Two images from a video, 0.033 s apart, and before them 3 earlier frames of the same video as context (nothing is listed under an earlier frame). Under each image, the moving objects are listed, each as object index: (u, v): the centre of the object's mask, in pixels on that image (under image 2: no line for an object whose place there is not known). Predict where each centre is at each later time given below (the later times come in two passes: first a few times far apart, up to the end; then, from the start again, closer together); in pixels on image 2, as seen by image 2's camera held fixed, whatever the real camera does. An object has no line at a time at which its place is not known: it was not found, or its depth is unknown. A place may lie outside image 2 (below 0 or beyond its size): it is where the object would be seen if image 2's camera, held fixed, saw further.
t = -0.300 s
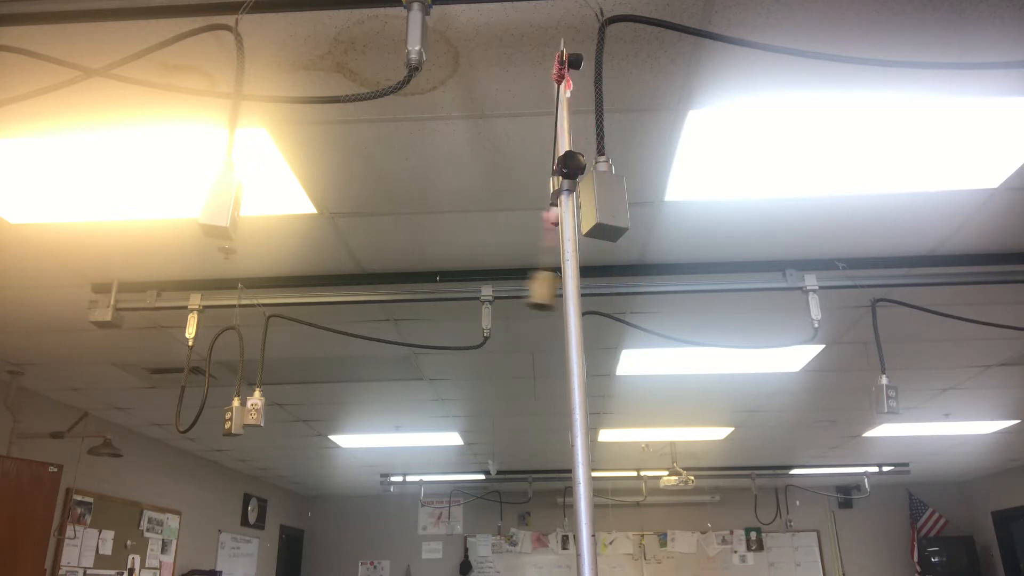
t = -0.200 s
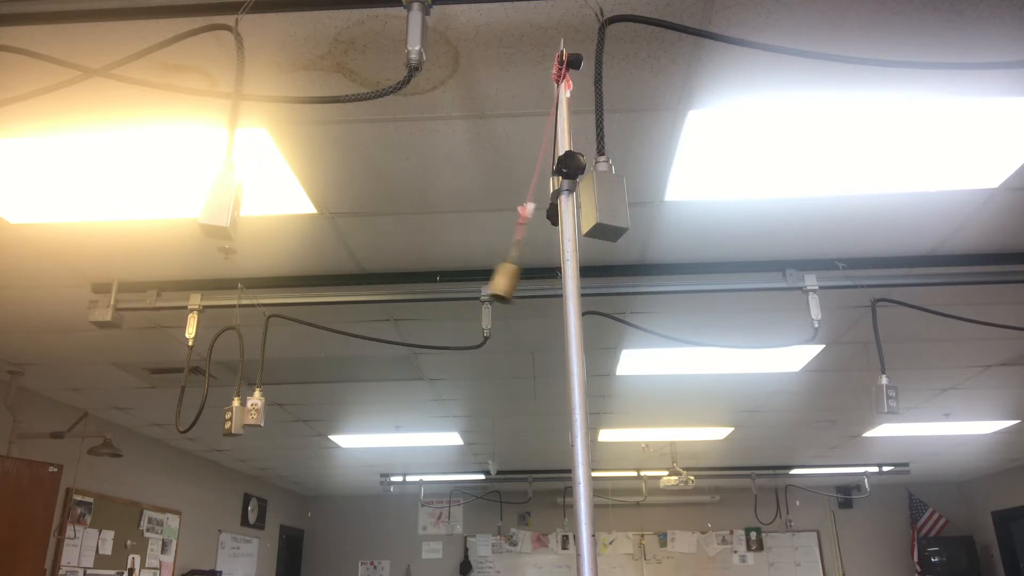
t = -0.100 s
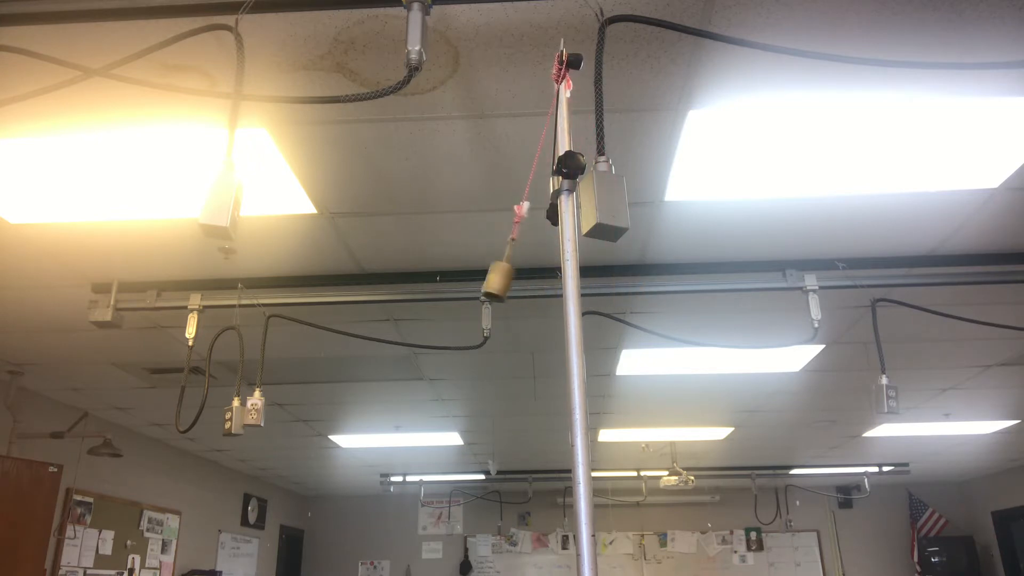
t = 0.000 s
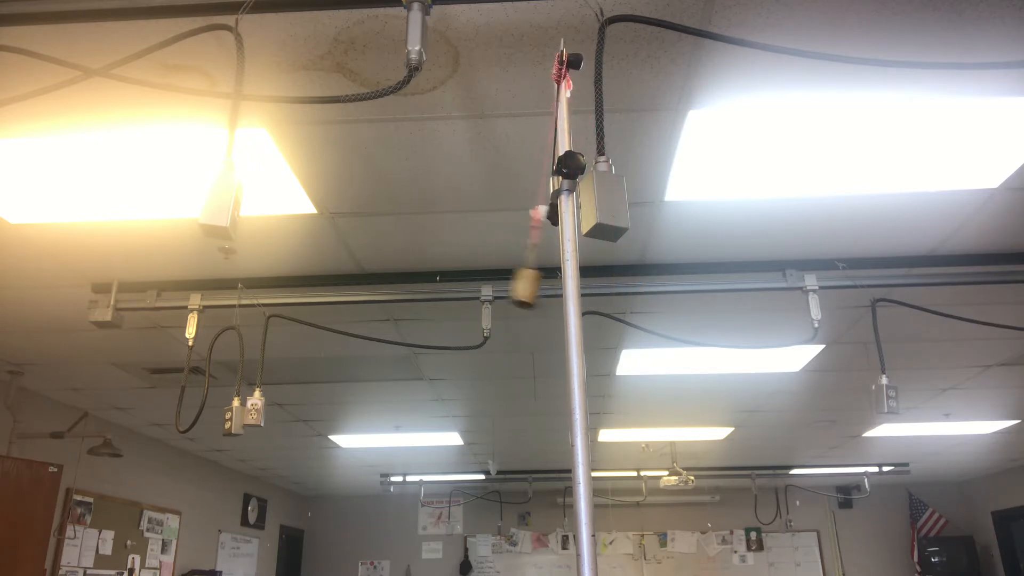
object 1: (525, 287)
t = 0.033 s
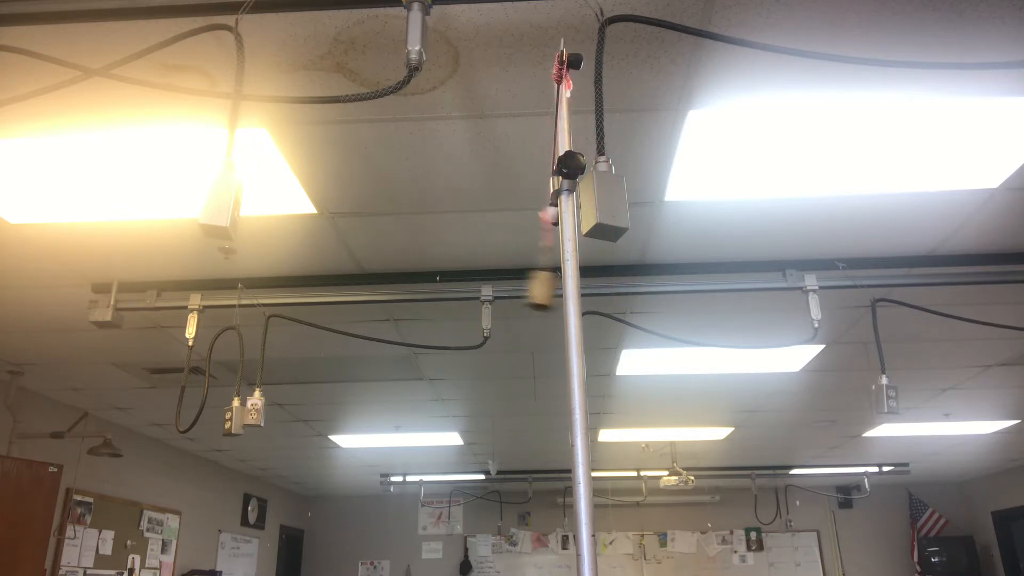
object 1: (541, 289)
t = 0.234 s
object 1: (639, 288)
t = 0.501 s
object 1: (612, 292)
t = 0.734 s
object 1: (505, 283)
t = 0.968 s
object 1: (544, 290)
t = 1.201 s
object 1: (646, 287)
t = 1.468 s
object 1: (593, 293)
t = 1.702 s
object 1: (503, 282)
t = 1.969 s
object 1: (583, 293)
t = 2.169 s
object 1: (649, 286)
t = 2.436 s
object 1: (573, 293)
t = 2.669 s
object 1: (504, 283)
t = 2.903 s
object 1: (585, 293)
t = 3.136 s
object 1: (648, 287)
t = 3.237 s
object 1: (631, 289)
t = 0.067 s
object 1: (557, 292)
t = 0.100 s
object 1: (578, 294)
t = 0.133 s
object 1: (595, 293)
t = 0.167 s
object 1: (612, 292)
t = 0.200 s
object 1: (627, 289)
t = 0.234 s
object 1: (639, 288)
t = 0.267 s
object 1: (648, 286)
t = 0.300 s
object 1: (653, 285)
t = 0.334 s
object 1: (654, 285)
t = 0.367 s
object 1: (653, 285)
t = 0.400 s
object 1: (648, 286)
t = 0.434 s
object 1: (638, 288)
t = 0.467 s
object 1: (627, 290)
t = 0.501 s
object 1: (612, 292)
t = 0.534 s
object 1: (594, 292)
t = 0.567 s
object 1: (576, 294)
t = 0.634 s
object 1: (542, 290)
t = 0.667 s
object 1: (527, 287)
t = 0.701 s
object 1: (515, 285)
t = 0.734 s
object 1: (505, 283)
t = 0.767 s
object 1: (500, 282)
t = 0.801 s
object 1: (499, 282)
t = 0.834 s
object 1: (501, 282)
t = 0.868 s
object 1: (506, 284)
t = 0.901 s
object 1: (516, 285)
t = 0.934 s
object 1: (528, 288)
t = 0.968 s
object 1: (544, 290)
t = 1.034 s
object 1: (582, 292)
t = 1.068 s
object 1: (596, 293)
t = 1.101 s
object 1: (612, 292)
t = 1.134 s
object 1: (626, 290)
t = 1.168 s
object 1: (638, 288)
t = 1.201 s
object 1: (646, 287)
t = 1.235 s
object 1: (651, 286)
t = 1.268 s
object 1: (652, 286)
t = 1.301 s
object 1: (650, 286)
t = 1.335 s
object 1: (645, 287)
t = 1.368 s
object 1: (636, 289)
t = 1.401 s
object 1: (624, 290)
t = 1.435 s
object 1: (609, 292)
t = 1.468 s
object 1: (593, 293)
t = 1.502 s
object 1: (574, 294)
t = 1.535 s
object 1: (555, 292)
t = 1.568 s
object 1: (541, 290)
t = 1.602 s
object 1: (527, 287)
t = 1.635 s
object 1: (515, 285)
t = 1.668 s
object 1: (507, 283)
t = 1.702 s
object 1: (503, 282)
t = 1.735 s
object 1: (502, 283)
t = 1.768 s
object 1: (503, 283)
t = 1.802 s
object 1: (509, 284)
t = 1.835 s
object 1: (519, 286)
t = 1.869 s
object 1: (531, 288)
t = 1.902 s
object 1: (546, 291)
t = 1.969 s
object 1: (583, 293)
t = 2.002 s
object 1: (596, 292)
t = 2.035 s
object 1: (613, 292)
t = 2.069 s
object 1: (626, 290)
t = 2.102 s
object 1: (637, 288)
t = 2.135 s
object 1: (645, 287)
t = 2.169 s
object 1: (649, 286)
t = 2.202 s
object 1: (650, 286)
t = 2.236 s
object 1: (648, 286)
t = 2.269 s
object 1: (642, 287)
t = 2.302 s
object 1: (633, 289)
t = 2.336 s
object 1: (621, 290)
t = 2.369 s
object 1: (607, 292)
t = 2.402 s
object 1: (591, 292)
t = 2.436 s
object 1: (573, 293)
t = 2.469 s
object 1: (555, 292)
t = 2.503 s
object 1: (541, 290)
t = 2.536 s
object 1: (527, 288)
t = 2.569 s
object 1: (516, 286)
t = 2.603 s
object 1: (509, 284)
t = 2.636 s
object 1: (504, 283)
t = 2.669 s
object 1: (504, 283)
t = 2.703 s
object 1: (506, 284)
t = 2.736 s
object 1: (512, 285)
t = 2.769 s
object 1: (522, 287)
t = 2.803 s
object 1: (534, 289)
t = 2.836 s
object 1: (548, 291)
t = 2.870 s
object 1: (566, 294)
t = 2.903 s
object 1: (585, 293)
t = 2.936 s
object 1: (599, 292)
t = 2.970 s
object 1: (614, 292)
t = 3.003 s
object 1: (627, 290)
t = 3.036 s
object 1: (637, 288)
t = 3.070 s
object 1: (644, 287)
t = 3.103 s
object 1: (647, 287)
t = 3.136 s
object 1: (648, 287)
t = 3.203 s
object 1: (639, 288)
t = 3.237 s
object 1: (631, 289)
